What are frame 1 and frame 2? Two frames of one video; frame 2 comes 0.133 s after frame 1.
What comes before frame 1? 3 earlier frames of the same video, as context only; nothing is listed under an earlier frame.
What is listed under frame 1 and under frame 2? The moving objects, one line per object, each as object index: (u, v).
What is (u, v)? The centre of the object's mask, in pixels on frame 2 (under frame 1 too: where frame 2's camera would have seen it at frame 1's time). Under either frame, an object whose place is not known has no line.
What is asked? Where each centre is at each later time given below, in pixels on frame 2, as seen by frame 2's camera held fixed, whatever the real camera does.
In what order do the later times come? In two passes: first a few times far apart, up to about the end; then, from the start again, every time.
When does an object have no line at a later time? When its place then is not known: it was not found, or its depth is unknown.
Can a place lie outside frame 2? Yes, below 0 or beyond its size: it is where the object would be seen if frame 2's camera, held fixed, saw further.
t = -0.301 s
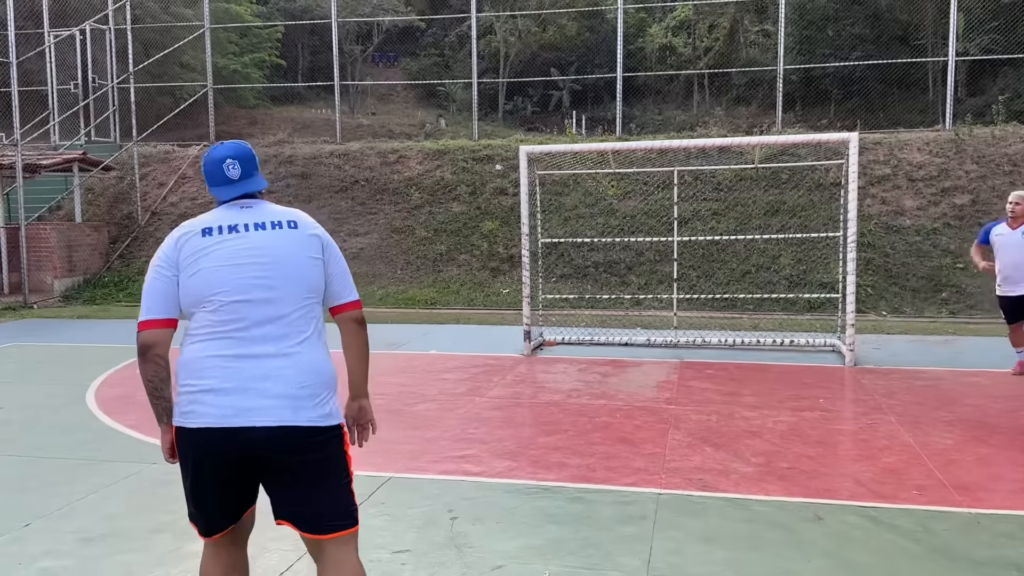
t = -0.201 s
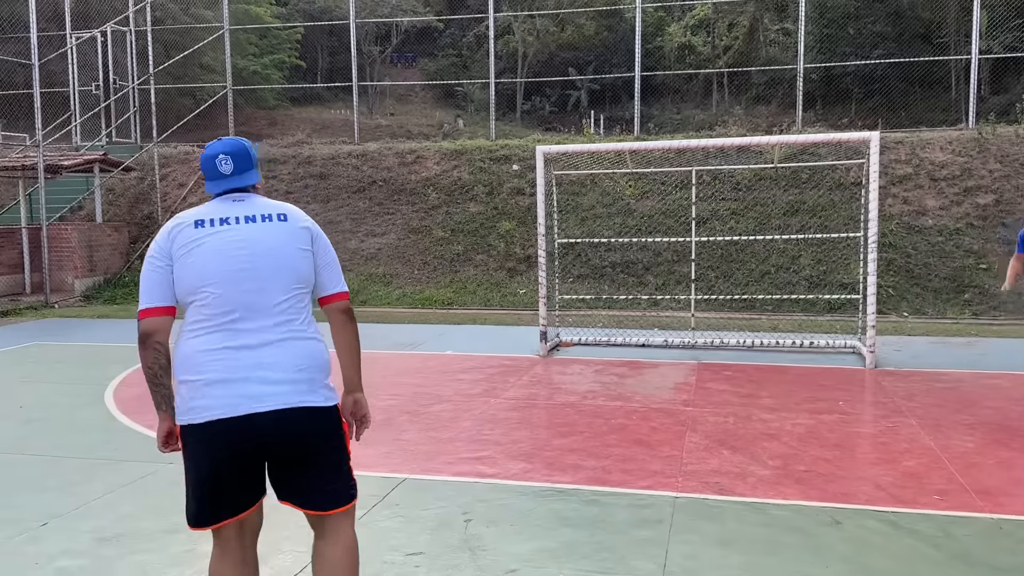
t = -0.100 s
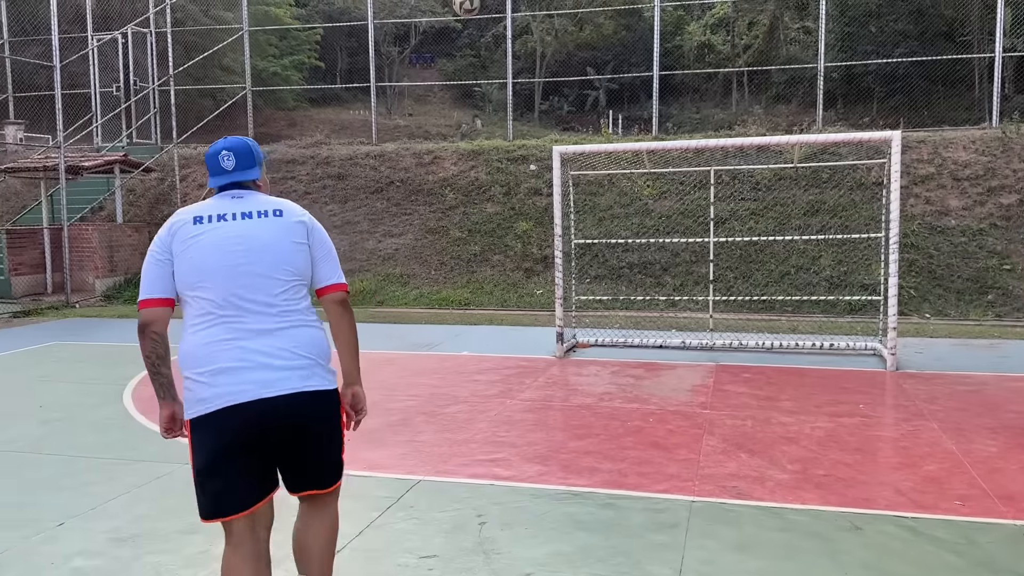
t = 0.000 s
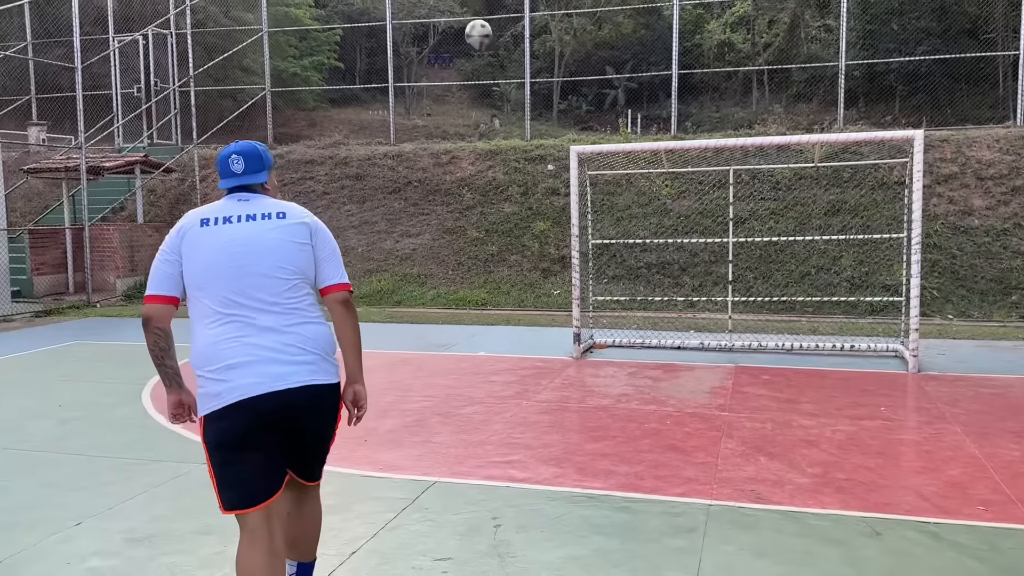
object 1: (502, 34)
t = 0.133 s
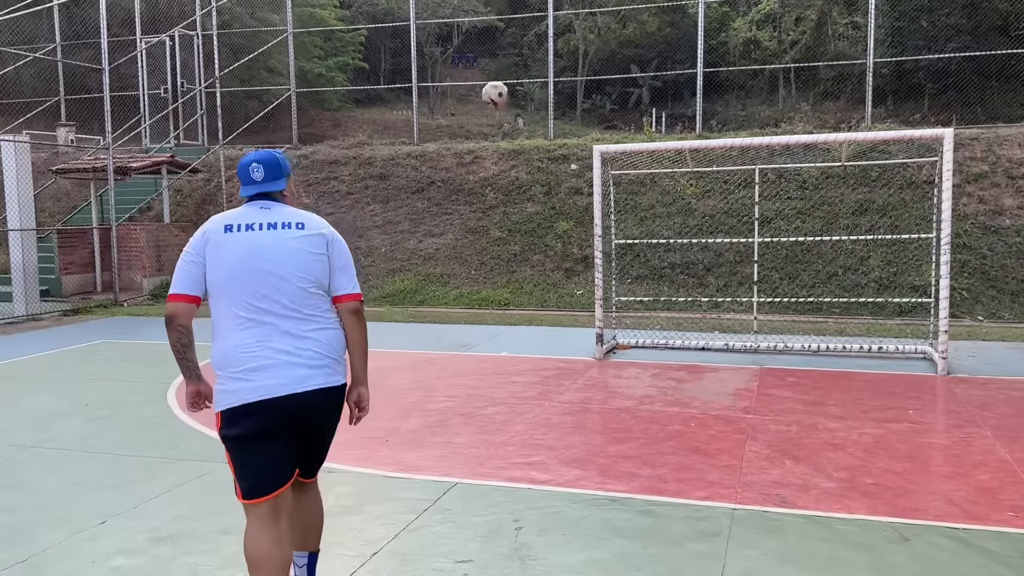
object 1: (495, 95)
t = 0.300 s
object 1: (489, 203)
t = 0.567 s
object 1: (477, 356)
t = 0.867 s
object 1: (452, 183)
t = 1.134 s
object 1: (435, 118)
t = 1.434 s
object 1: (417, 149)
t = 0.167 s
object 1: (494, 114)
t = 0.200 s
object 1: (493, 134)
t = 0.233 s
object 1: (491, 154)
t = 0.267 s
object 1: (490, 179)
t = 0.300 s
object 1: (489, 203)
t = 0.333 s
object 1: (488, 228)
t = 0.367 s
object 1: (486, 254)
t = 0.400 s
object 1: (486, 283)
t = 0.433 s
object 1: (485, 311)
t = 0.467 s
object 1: (484, 341)
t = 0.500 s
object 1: (482, 374)
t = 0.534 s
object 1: (480, 382)
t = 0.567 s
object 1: (477, 356)
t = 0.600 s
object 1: (474, 332)
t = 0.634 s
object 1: (471, 310)
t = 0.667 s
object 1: (468, 287)
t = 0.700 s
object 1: (466, 266)
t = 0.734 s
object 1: (464, 247)
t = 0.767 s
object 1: (461, 230)
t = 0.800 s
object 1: (458, 214)
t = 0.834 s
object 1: (456, 198)
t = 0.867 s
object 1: (452, 183)
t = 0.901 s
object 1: (450, 170)
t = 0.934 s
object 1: (447, 157)
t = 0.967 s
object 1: (446, 148)
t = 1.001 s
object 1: (445, 143)
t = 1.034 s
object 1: (442, 136)
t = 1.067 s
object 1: (440, 128)
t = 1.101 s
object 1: (438, 122)
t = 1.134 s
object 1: (435, 118)
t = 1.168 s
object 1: (433, 115)
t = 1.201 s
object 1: (432, 114)
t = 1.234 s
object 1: (429, 113)
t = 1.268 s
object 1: (426, 115)
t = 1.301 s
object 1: (424, 119)
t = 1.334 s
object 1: (422, 125)
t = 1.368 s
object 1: (422, 131)
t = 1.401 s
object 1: (420, 140)
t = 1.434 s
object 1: (417, 149)
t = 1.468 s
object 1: (417, 161)
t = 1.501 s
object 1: (413, 174)
